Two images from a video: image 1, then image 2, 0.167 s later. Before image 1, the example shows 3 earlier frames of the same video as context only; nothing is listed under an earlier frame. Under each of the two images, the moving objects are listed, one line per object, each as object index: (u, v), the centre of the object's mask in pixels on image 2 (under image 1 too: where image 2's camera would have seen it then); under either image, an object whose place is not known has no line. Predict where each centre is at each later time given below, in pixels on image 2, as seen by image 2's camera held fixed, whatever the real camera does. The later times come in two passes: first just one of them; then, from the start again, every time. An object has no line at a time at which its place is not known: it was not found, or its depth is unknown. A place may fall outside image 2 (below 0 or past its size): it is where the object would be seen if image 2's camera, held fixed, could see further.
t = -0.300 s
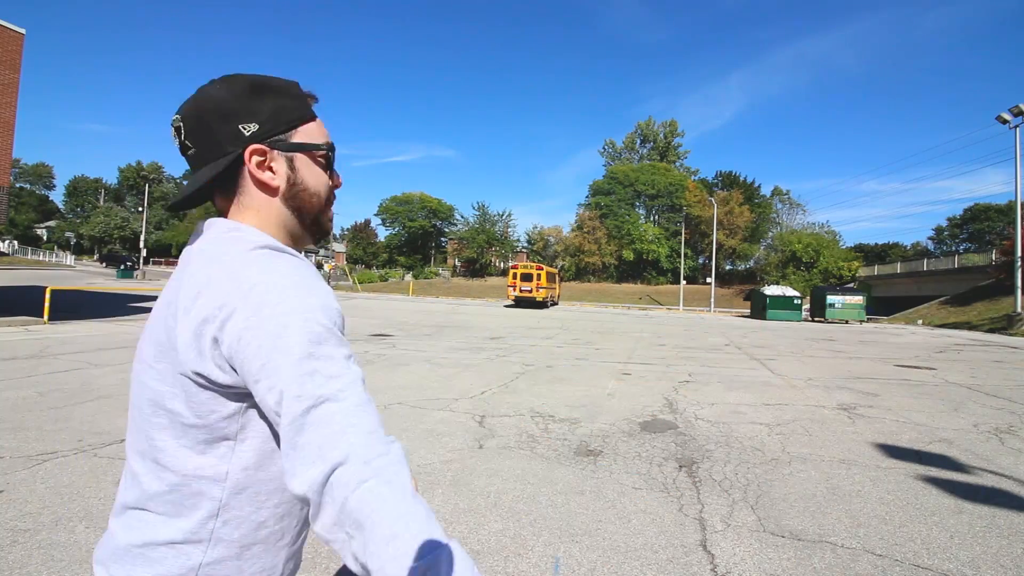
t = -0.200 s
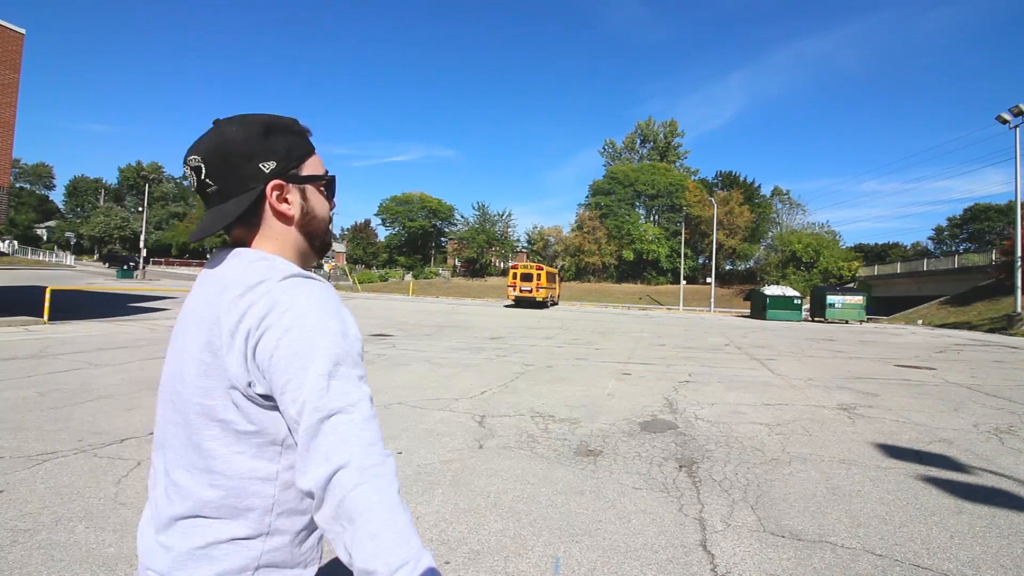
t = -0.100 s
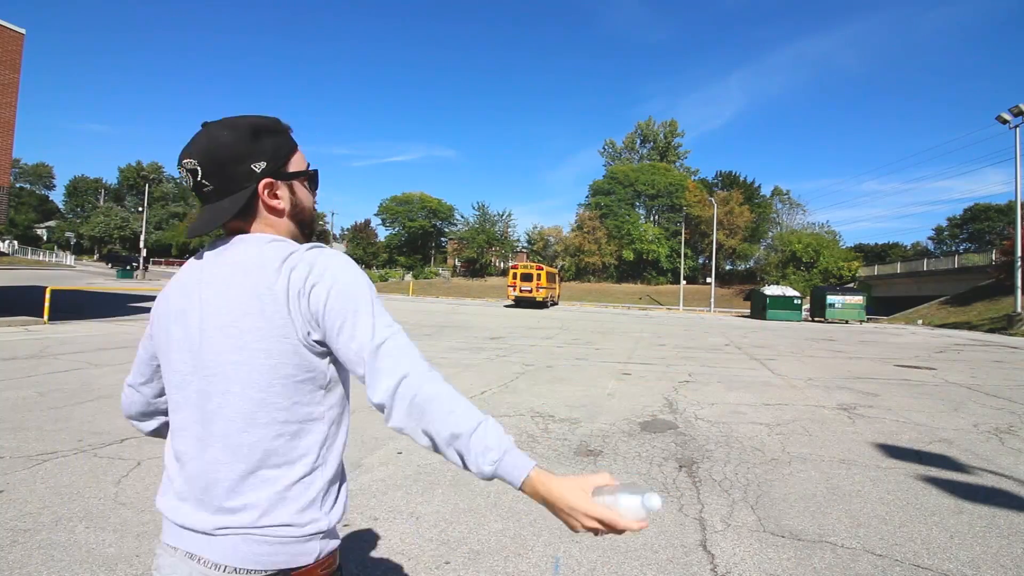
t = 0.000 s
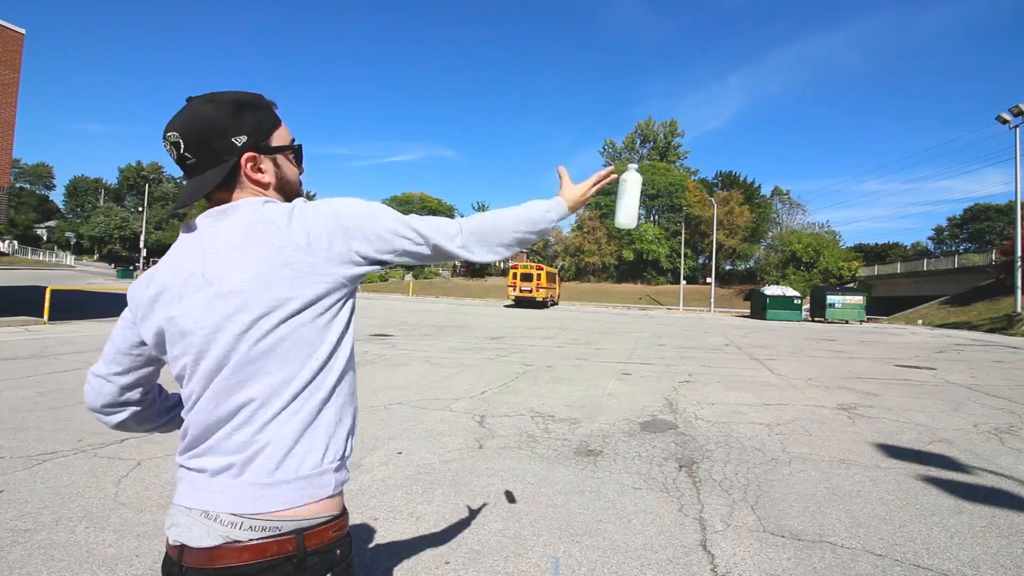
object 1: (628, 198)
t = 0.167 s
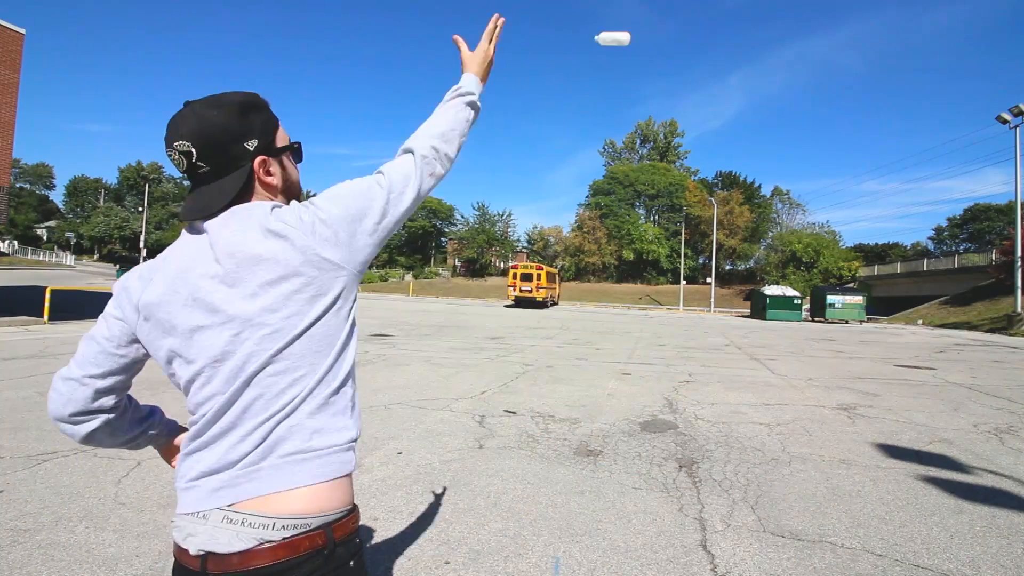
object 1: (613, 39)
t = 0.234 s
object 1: (610, 20)
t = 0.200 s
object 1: (612, 27)
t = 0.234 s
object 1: (610, 20)
